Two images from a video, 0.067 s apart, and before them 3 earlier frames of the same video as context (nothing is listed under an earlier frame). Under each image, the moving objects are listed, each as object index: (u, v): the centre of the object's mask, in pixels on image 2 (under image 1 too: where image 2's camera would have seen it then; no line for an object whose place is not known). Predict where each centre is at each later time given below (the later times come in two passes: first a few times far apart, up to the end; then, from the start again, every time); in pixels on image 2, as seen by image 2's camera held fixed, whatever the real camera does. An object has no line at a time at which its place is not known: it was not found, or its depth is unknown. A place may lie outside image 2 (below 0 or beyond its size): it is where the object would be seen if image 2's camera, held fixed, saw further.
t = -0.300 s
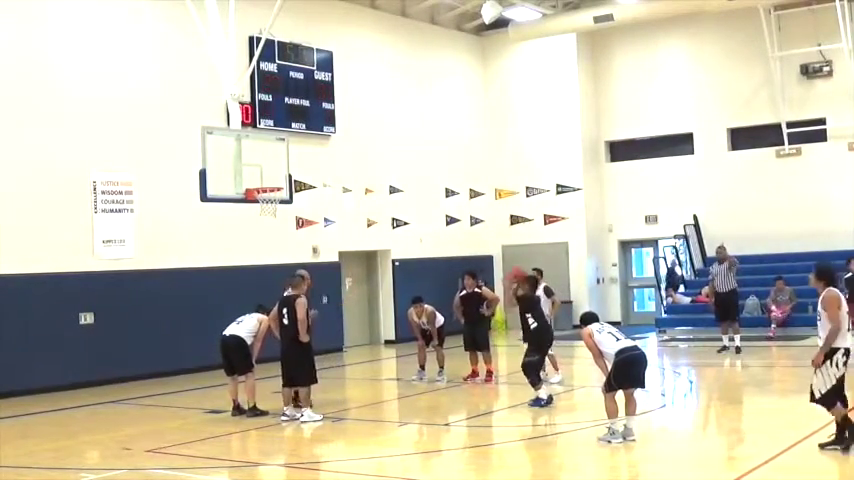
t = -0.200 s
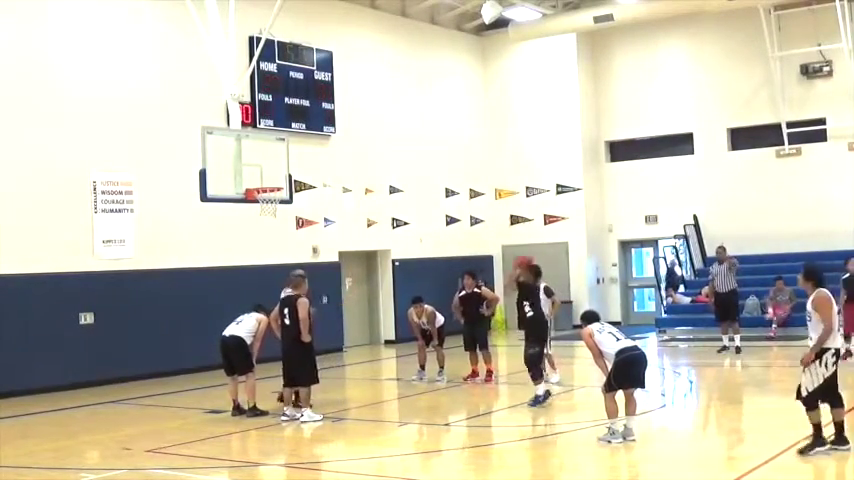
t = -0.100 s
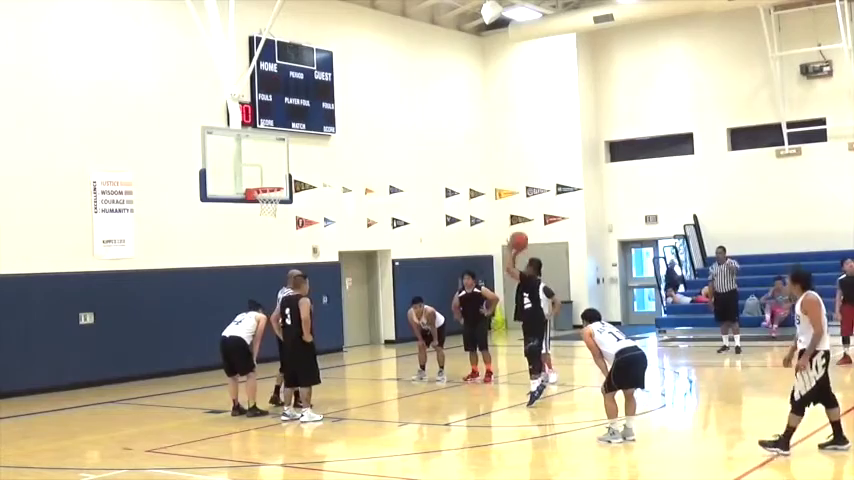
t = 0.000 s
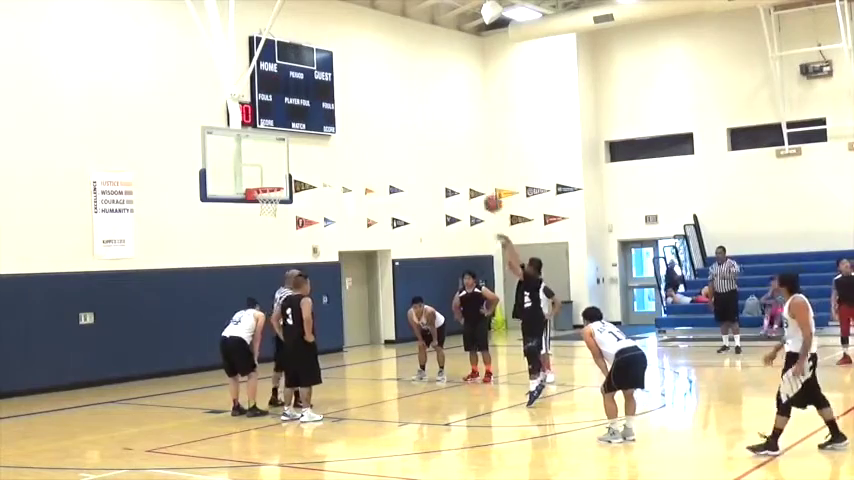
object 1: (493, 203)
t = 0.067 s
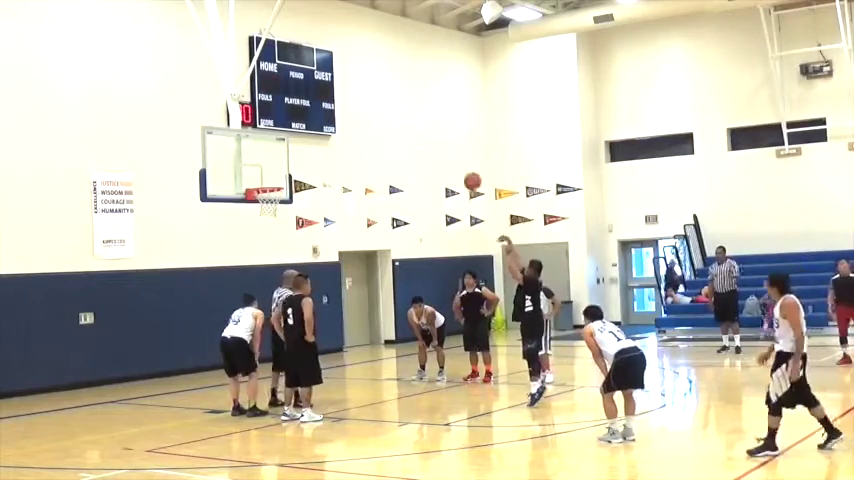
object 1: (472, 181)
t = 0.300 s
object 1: (406, 132)
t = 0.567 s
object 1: (341, 125)
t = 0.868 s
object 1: (274, 173)
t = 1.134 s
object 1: (274, 200)
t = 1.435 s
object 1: (268, 217)
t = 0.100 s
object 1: (462, 171)
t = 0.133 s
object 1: (452, 162)
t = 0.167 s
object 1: (442, 154)
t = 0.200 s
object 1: (433, 147)
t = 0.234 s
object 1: (424, 141)
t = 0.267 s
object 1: (415, 136)
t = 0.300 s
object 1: (406, 132)
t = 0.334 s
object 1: (397, 128)
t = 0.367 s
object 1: (388, 125)
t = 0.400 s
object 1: (380, 123)
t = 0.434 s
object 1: (371, 122)
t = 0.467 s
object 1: (363, 122)
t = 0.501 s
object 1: (355, 122)
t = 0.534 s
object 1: (347, 124)
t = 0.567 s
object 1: (341, 125)
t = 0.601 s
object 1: (333, 127)
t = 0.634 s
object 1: (325, 131)
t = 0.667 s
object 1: (317, 135)
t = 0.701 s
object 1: (310, 141)
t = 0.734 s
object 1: (302, 145)
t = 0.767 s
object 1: (295, 151)
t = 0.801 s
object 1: (288, 158)
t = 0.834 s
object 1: (281, 165)
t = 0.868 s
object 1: (274, 173)
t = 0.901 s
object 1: (268, 181)
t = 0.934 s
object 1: (264, 184)
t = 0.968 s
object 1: (264, 184)
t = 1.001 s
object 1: (271, 190)
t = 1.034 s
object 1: (274, 194)
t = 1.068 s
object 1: (274, 197)
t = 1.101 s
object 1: (274, 200)
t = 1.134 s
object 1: (274, 200)
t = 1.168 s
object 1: (274, 200)
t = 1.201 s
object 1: (273, 200)
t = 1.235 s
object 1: (273, 200)
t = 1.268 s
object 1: (272, 202)
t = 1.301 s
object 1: (271, 204)
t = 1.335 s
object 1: (271, 206)
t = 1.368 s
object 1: (270, 208)
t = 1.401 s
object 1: (269, 213)
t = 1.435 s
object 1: (268, 217)
